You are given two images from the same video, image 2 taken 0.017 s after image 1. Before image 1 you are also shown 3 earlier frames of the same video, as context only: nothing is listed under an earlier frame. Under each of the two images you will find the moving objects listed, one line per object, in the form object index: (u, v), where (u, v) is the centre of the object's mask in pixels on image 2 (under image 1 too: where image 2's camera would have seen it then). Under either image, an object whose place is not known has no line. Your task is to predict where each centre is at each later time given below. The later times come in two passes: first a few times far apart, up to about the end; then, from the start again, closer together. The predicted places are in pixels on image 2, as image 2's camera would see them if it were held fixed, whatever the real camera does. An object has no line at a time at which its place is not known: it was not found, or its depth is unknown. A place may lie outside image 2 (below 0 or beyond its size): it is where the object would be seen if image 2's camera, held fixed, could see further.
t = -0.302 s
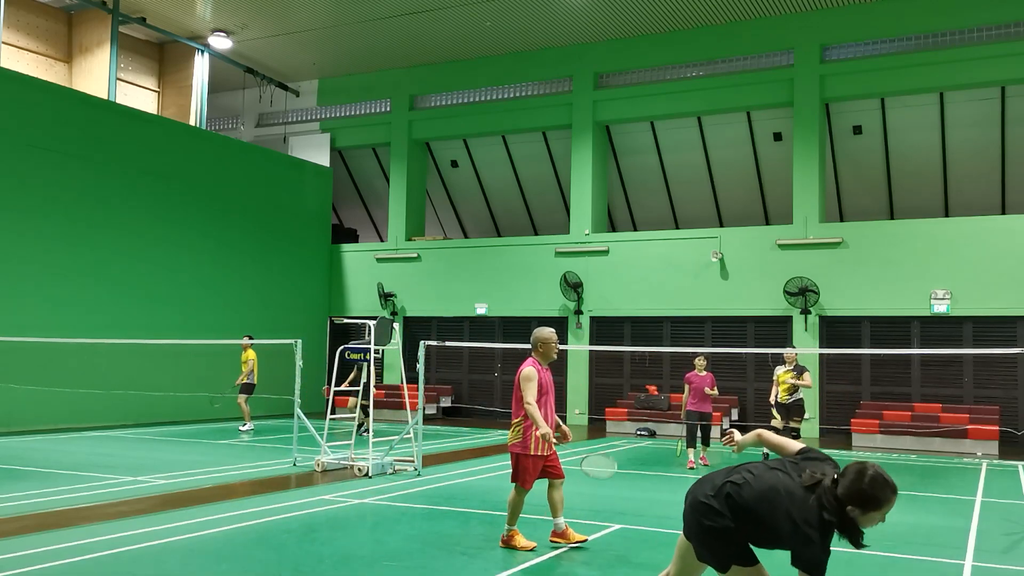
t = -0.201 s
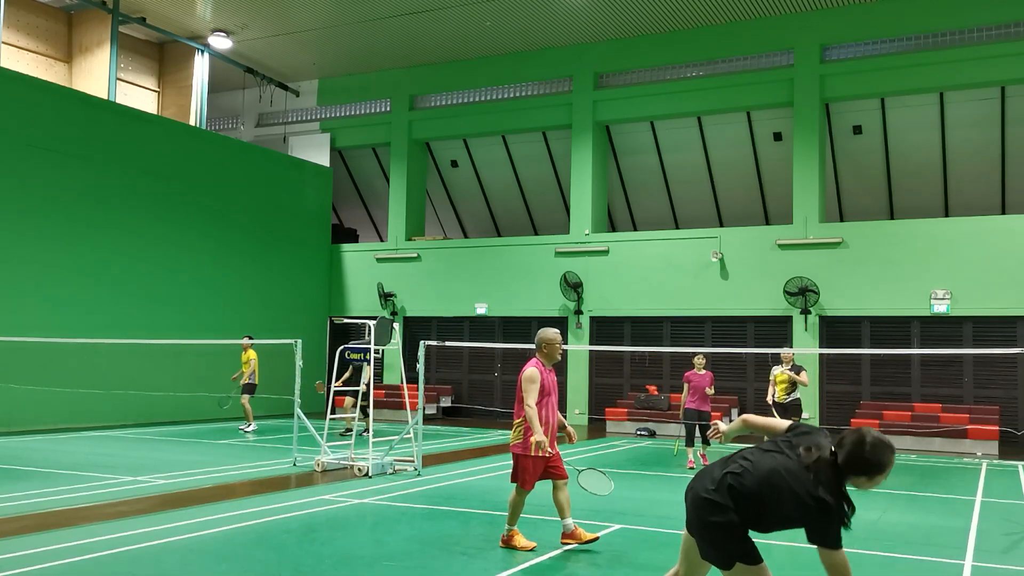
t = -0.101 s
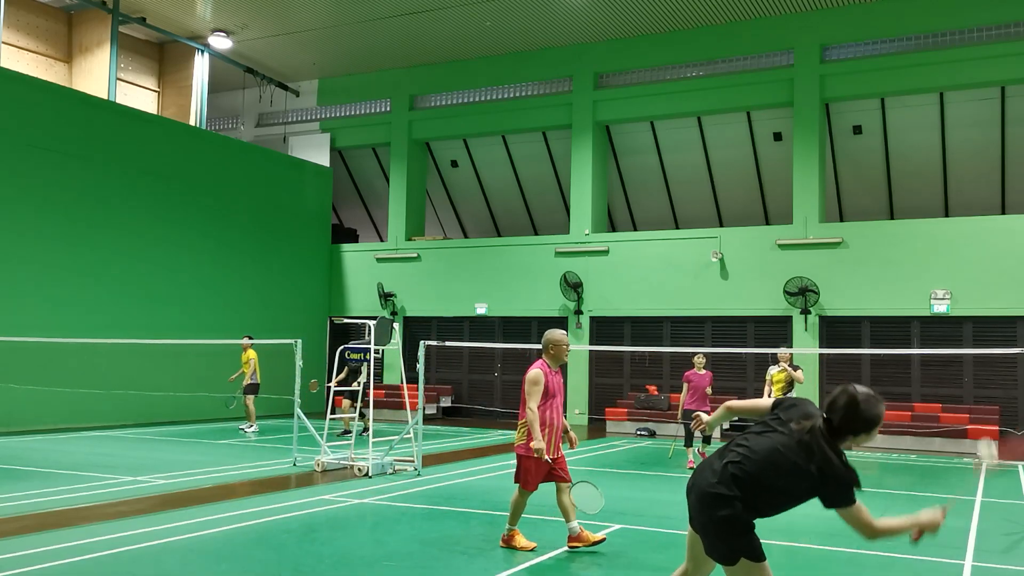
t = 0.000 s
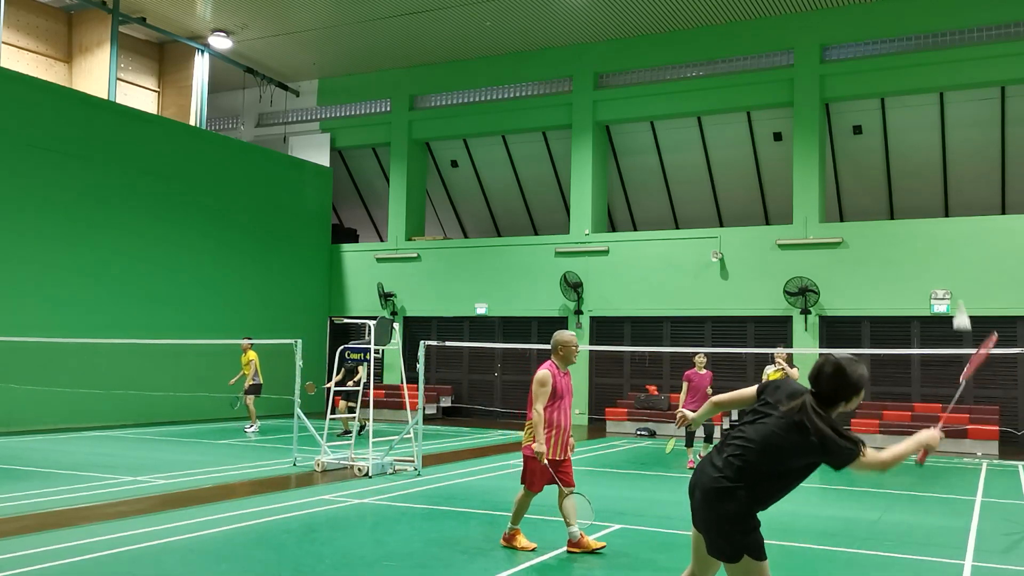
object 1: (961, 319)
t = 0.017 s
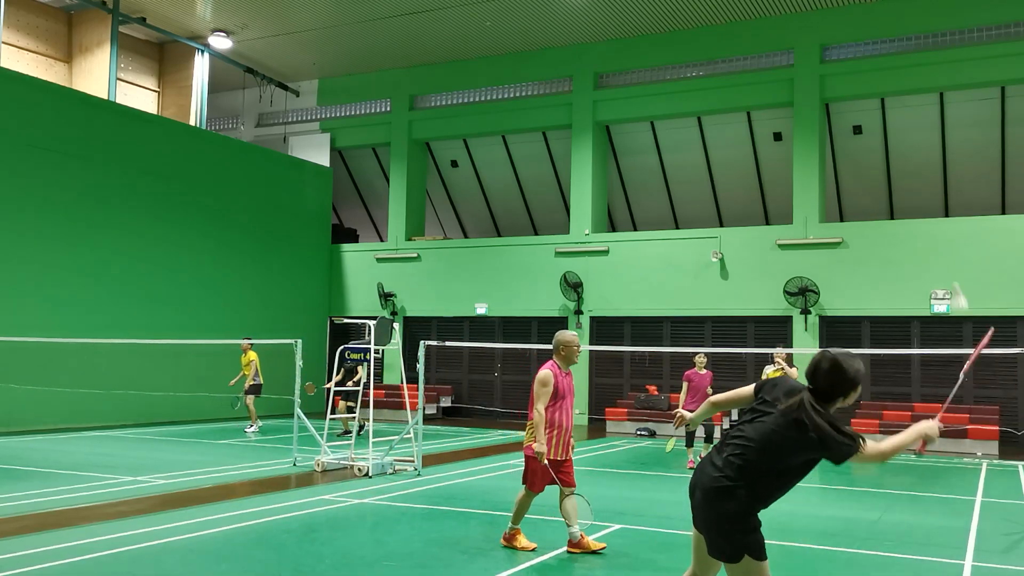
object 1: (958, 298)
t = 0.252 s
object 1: (905, 145)
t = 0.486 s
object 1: (860, 130)
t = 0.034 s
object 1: (955, 281)
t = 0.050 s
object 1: (952, 265)
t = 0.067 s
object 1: (948, 249)
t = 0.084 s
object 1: (944, 236)
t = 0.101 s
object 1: (940, 223)
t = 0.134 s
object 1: (932, 199)
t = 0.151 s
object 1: (928, 189)
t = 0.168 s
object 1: (925, 180)
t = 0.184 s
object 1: (920, 172)
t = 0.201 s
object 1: (917, 164)
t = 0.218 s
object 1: (913, 157)
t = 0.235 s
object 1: (909, 150)
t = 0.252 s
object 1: (905, 145)
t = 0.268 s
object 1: (902, 140)
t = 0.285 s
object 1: (898, 136)
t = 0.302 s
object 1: (895, 132)
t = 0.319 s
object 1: (891, 129)
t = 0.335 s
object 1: (888, 126)
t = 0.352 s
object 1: (885, 124)
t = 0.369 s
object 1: (881, 123)
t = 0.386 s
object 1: (878, 122)
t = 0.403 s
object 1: (875, 123)
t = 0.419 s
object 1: (872, 123)
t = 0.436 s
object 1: (869, 124)
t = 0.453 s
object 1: (866, 126)
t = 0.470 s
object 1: (863, 128)
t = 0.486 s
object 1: (860, 130)
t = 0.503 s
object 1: (858, 134)
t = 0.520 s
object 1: (855, 137)
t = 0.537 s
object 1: (853, 141)
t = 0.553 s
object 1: (850, 145)
